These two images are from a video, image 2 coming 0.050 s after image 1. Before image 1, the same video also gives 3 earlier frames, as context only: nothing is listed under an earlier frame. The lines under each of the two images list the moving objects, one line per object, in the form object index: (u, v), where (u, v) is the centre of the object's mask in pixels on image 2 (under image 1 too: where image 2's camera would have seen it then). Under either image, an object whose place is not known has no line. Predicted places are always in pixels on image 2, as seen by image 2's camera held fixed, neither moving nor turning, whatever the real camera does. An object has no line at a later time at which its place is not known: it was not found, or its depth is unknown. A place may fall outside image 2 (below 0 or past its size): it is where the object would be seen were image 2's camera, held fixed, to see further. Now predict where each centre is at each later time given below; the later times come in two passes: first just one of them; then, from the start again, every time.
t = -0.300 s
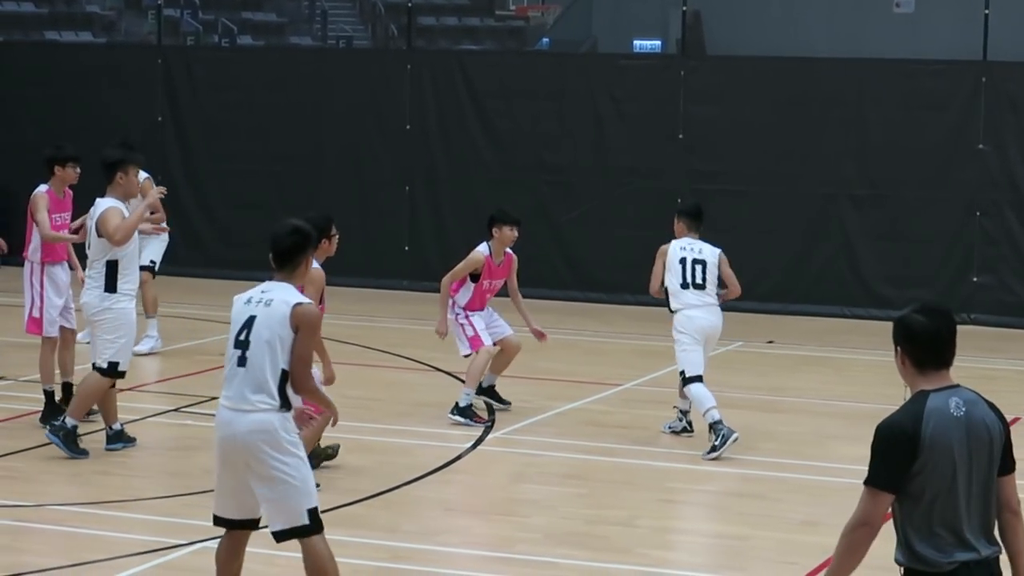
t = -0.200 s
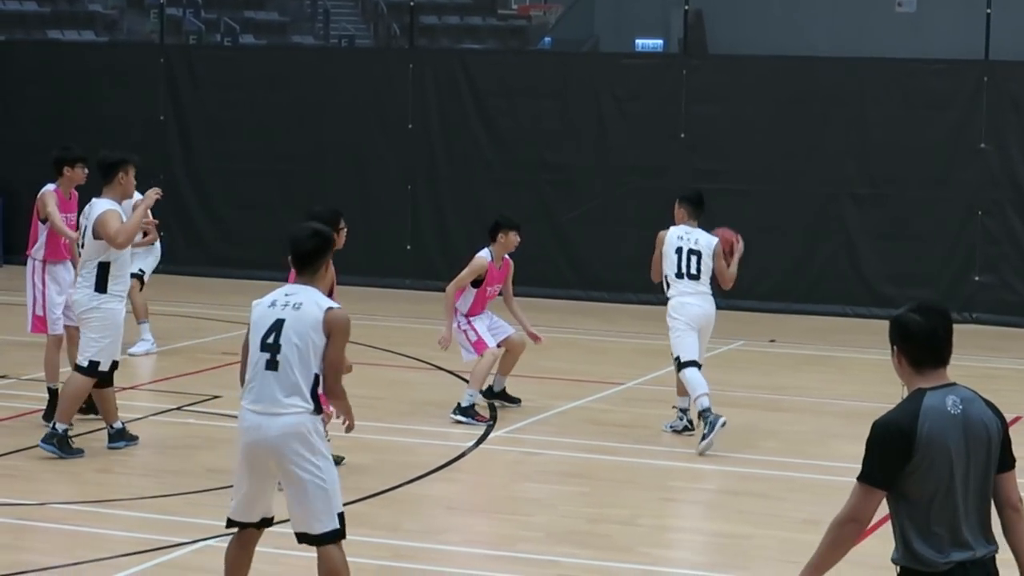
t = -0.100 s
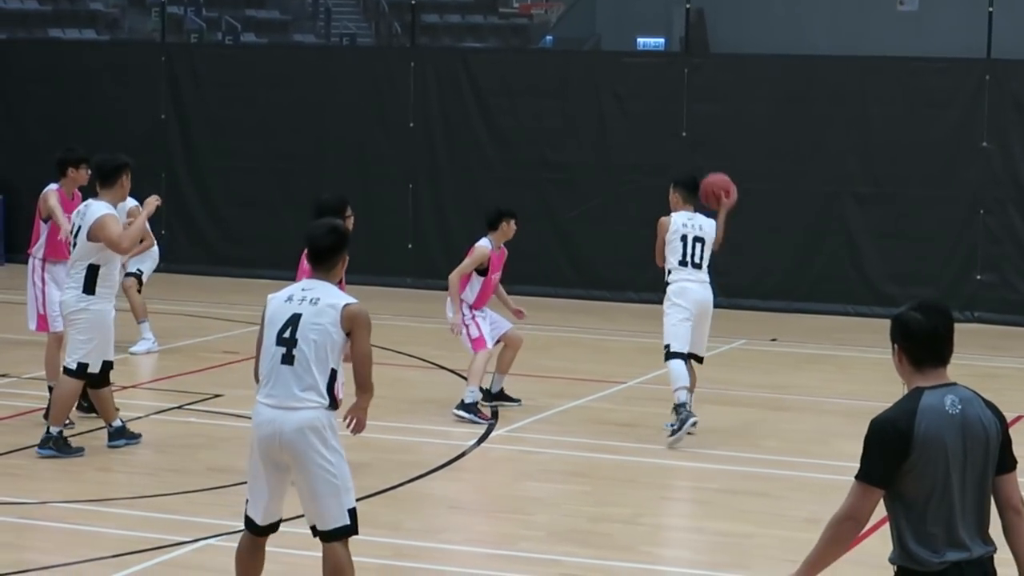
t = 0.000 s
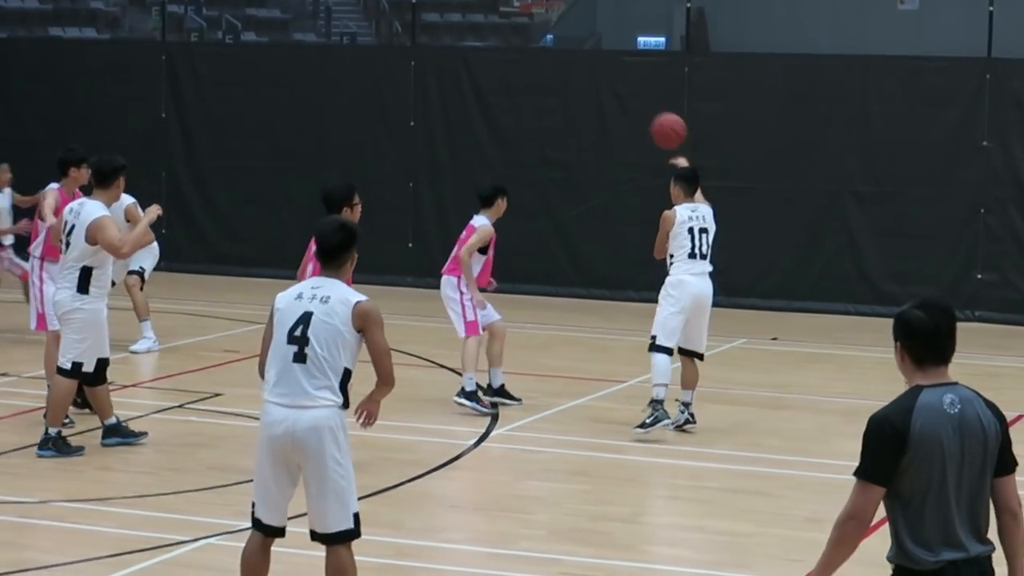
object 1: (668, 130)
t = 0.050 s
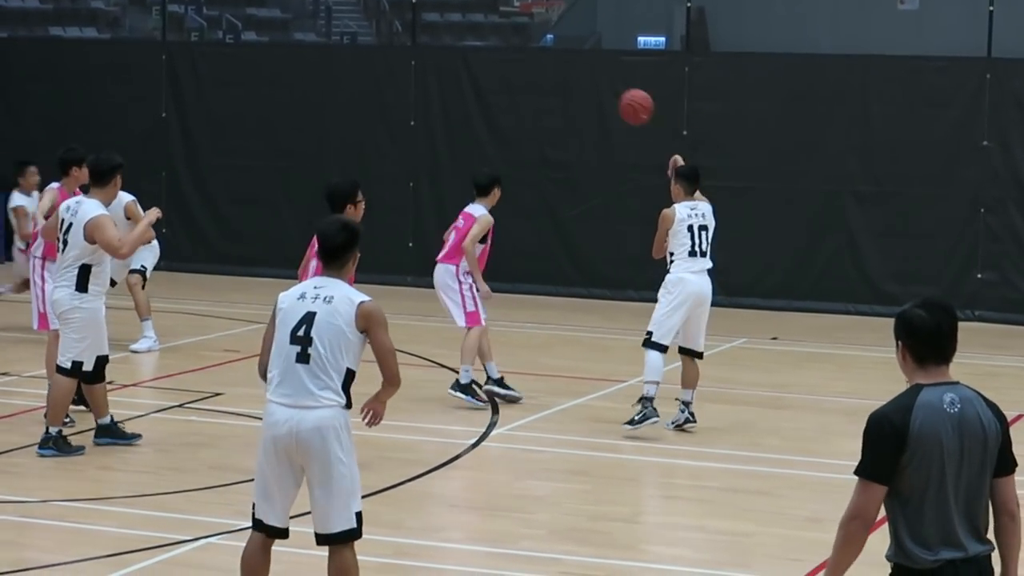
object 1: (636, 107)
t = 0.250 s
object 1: (520, 53)
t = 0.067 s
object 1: (625, 100)
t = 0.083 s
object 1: (615, 93)
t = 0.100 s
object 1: (605, 87)
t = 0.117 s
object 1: (595, 82)
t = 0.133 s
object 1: (585, 77)
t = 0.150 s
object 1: (576, 72)
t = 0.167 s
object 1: (566, 68)
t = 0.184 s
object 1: (557, 64)
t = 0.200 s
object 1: (548, 60)
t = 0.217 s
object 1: (538, 58)
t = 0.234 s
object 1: (529, 55)
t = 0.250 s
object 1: (520, 53)
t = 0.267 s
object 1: (512, 51)
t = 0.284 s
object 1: (503, 49)
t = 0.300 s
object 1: (494, 48)
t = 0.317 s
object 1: (486, 47)
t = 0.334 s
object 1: (478, 47)
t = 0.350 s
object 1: (470, 47)
